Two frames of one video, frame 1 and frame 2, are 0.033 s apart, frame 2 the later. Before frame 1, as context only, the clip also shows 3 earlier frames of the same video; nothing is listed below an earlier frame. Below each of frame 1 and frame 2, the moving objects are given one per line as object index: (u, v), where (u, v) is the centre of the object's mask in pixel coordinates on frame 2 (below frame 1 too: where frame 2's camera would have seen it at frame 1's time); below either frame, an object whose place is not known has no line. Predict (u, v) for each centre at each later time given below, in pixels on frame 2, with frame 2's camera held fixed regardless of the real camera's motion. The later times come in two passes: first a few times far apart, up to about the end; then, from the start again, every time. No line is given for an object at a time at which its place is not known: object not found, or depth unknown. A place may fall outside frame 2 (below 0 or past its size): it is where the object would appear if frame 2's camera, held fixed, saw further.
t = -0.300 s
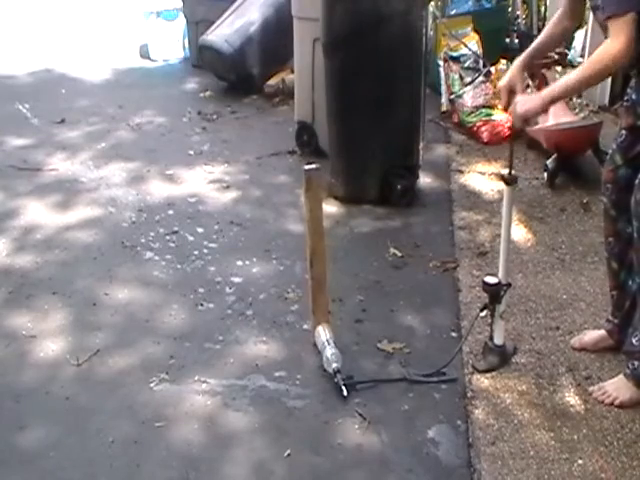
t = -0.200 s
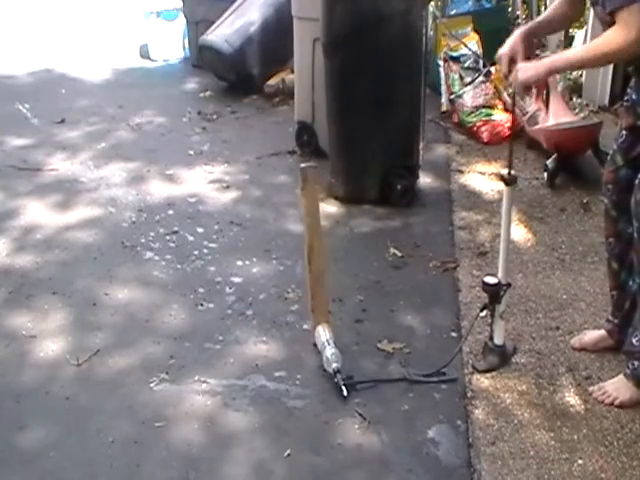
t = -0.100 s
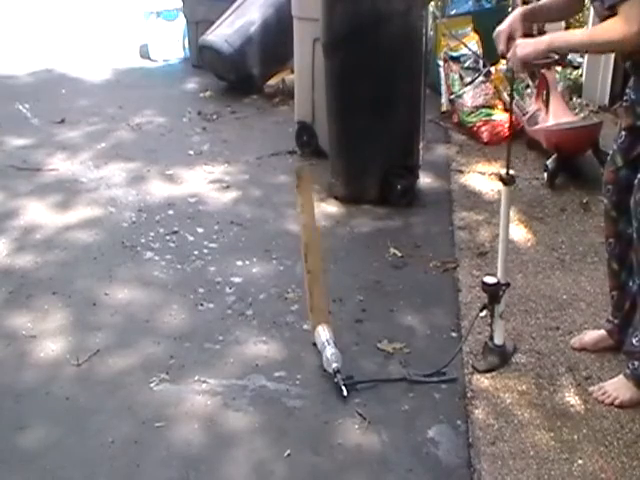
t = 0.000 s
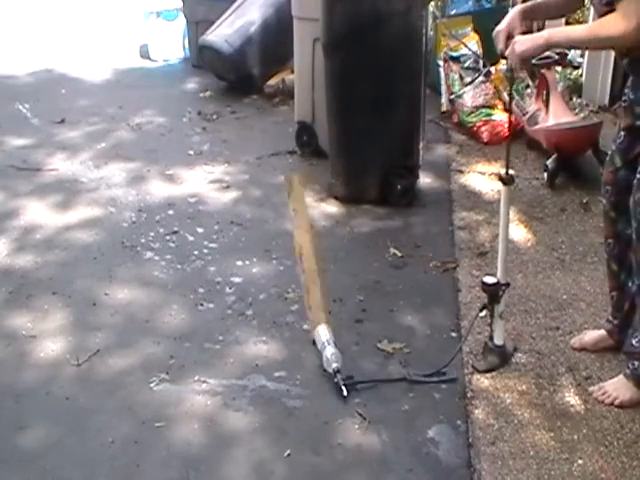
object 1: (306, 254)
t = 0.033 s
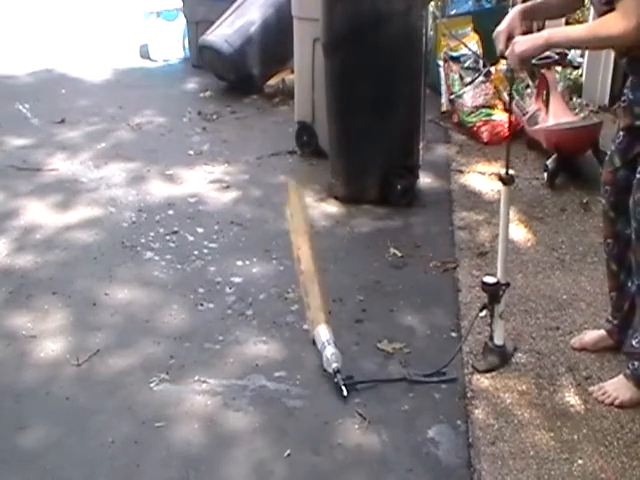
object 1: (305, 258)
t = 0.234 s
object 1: (291, 292)
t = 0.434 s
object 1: (287, 296)
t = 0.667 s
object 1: (287, 296)
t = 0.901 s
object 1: (287, 296)
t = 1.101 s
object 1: (287, 296)
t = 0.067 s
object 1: (300, 257)
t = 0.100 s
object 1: (298, 267)
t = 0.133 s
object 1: (296, 279)
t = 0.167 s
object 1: (294, 292)
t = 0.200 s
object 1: (293, 295)
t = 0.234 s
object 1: (291, 292)
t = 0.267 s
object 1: (290, 291)
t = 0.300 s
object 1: (288, 294)
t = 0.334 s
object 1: (288, 295)
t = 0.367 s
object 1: (287, 295)
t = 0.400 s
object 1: (287, 296)
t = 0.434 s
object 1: (287, 296)
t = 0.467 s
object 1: (287, 295)
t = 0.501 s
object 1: (287, 296)
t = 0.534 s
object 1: (287, 296)
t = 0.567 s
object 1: (287, 296)
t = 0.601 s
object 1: (287, 296)
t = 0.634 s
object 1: (287, 296)
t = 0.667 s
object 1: (287, 296)
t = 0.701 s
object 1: (287, 296)
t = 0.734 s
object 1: (287, 296)
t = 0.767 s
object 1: (287, 296)
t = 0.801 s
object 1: (287, 296)
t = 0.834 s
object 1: (287, 296)
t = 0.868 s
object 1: (287, 296)
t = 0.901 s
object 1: (287, 296)
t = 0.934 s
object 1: (287, 296)
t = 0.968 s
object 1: (287, 296)
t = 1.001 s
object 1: (287, 296)
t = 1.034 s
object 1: (287, 296)
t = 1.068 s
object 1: (287, 296)
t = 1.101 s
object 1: (287, 296)
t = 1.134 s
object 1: (287, 296)
